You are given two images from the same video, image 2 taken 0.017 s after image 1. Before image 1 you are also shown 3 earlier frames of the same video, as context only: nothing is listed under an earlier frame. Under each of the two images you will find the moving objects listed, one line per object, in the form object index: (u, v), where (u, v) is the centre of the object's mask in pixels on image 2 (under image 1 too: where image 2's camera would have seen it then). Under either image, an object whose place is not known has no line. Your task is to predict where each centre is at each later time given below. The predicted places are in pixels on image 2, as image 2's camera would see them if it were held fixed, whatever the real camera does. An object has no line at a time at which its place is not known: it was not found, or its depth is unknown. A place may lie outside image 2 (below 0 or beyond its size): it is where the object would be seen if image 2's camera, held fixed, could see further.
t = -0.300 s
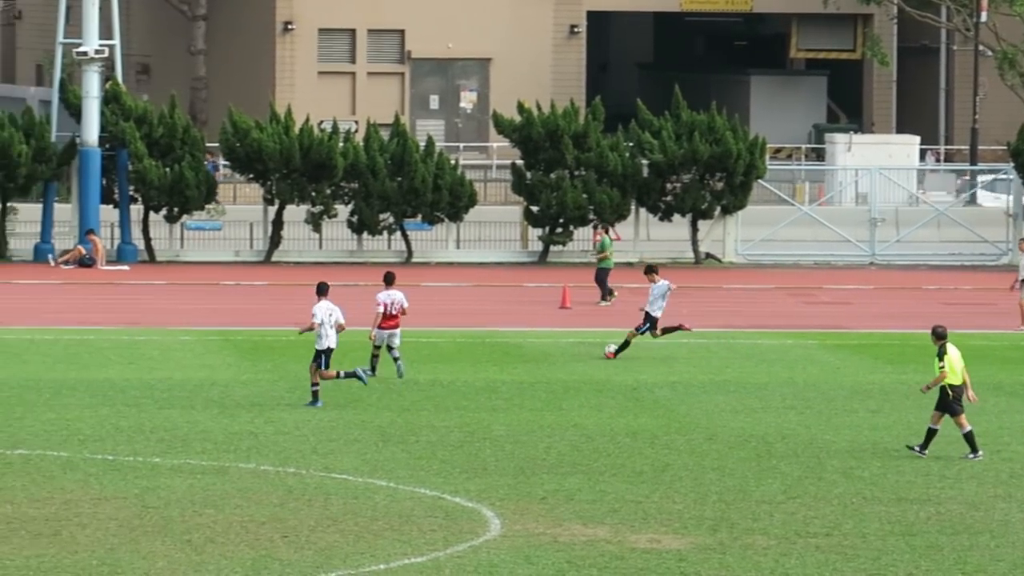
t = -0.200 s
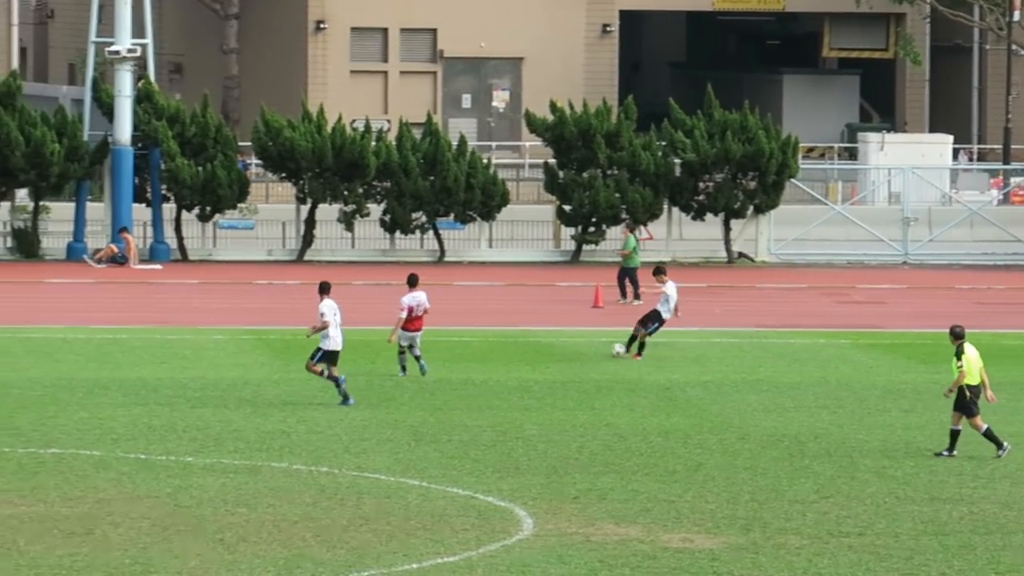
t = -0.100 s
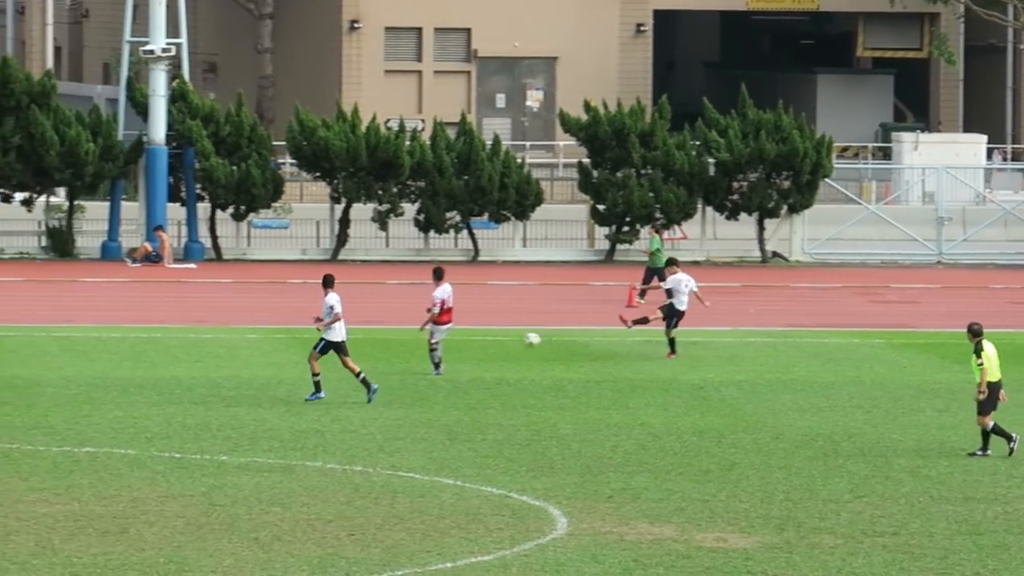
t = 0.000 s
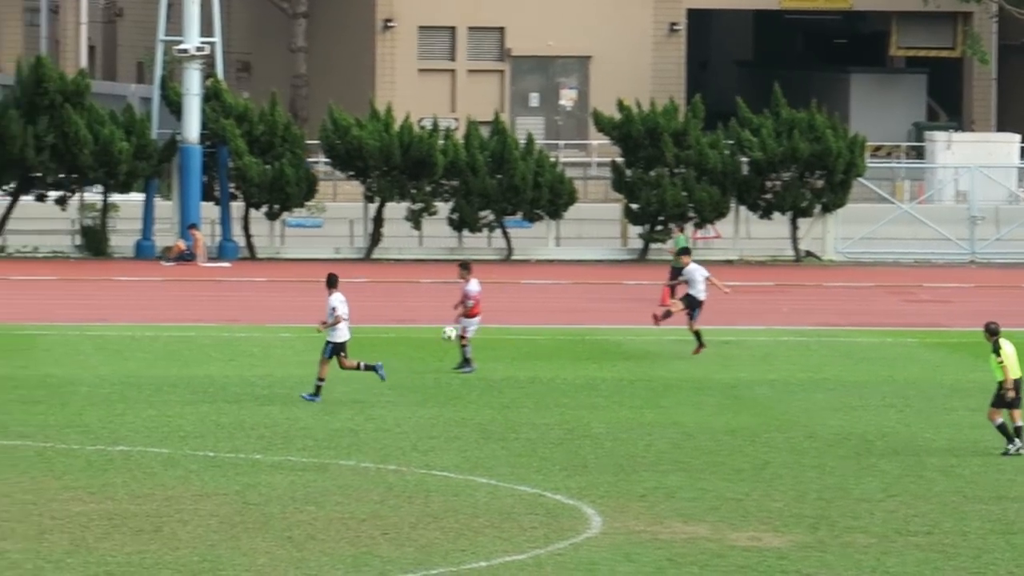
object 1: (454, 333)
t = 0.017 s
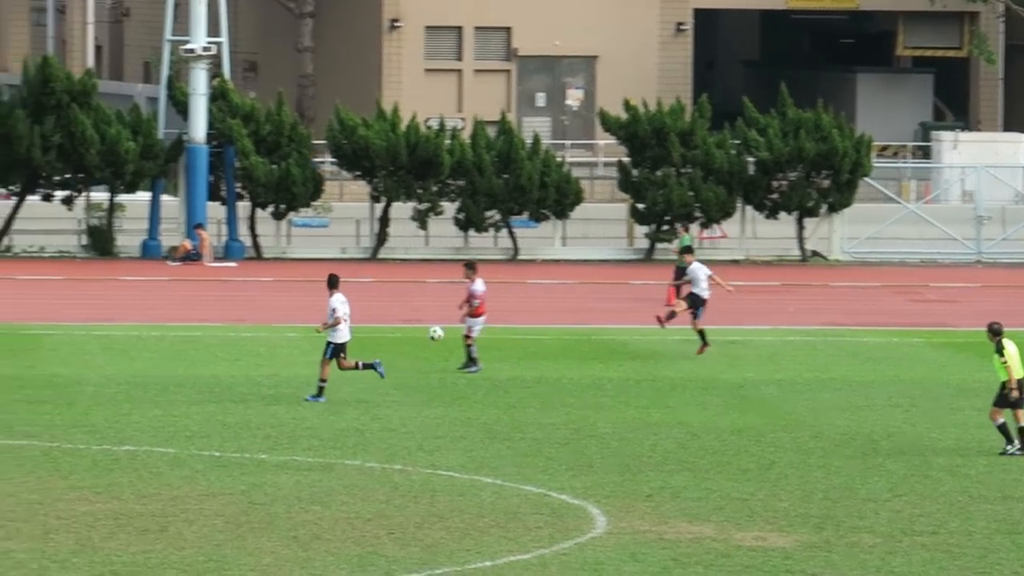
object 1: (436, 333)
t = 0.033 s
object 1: (418, 333)
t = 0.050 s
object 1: (399, 333)
